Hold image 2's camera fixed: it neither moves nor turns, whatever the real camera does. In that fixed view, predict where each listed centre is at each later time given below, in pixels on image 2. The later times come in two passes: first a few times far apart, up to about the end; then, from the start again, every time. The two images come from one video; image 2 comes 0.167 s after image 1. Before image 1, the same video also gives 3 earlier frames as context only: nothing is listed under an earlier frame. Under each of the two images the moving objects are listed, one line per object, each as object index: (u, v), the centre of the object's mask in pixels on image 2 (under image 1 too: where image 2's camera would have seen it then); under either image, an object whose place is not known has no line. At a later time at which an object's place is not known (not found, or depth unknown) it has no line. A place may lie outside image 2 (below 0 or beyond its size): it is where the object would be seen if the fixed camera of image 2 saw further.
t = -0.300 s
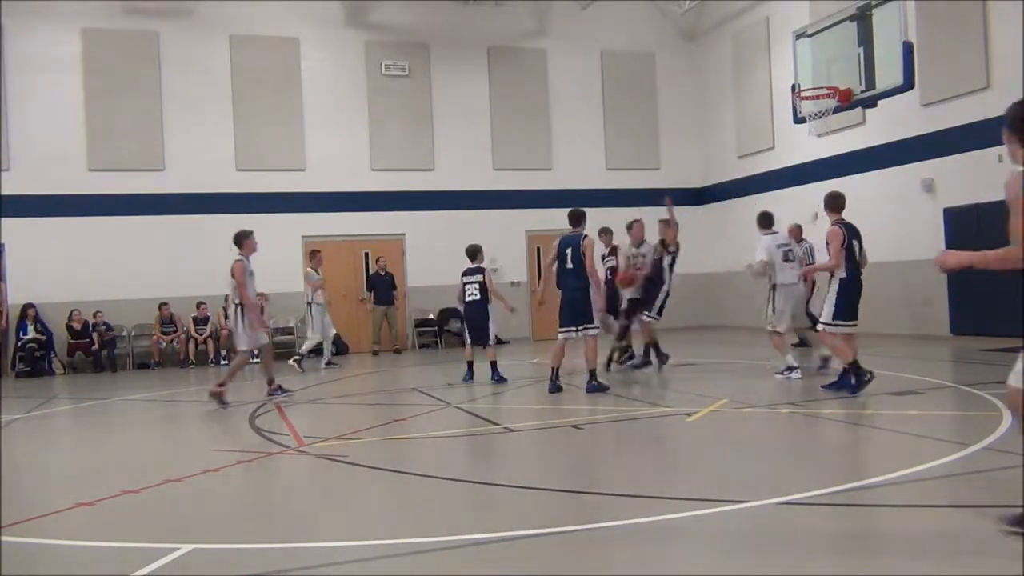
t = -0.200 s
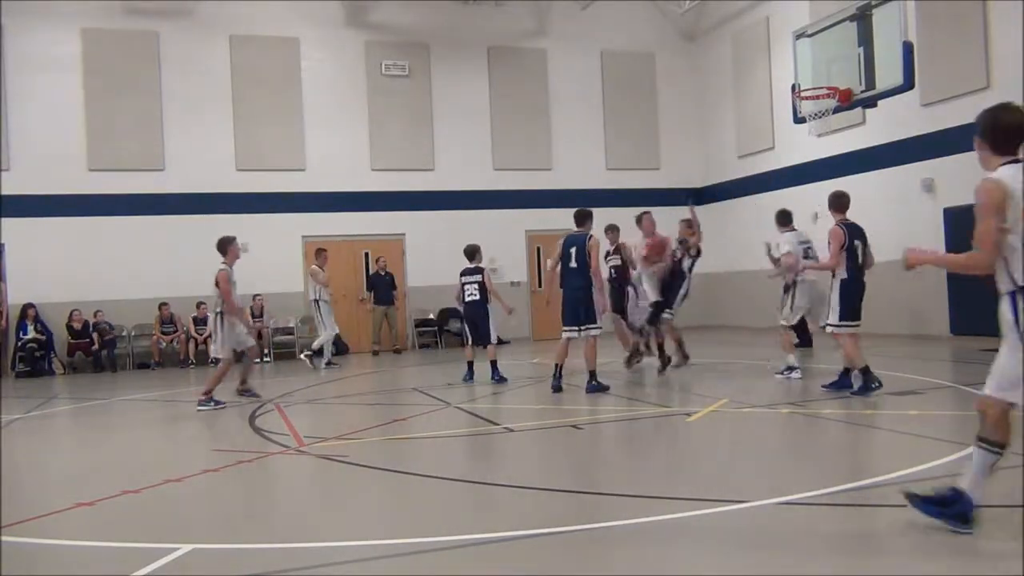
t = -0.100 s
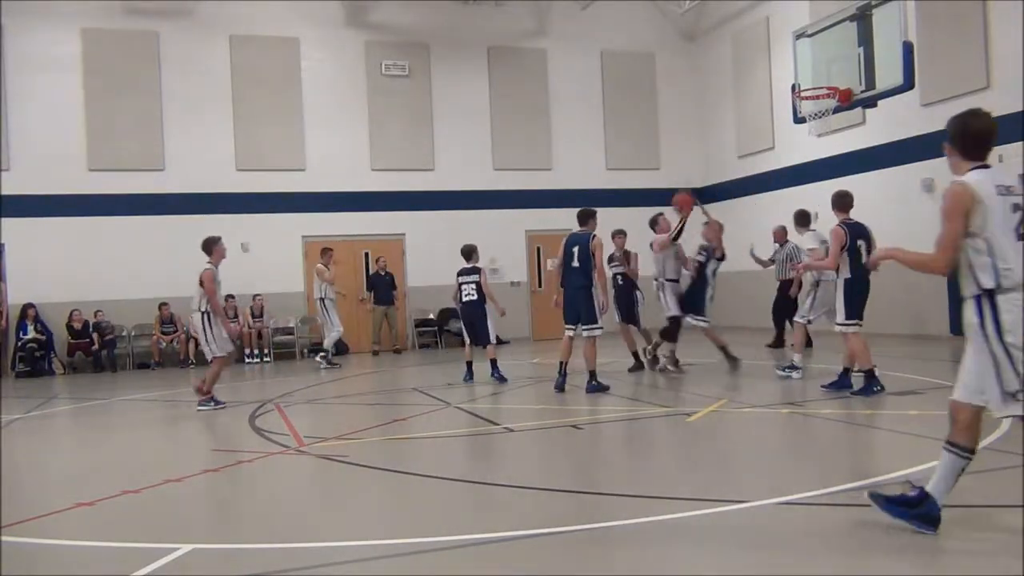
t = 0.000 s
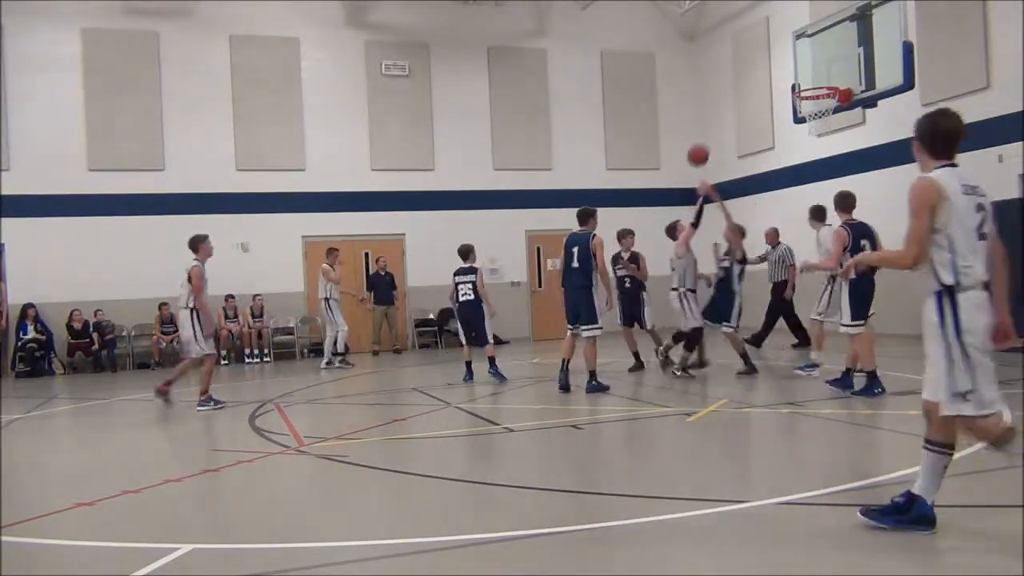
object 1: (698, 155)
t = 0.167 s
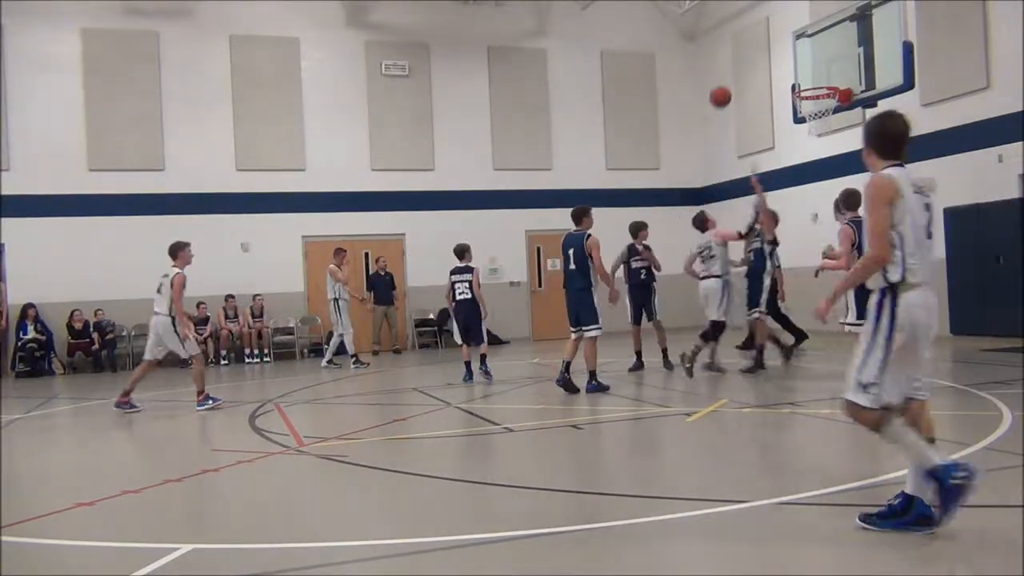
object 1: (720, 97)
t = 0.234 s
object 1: (729, 81)
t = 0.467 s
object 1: (761, 56)
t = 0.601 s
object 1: (779, 63)
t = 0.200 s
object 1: (725, 88)
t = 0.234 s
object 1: (729, 81)
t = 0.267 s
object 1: (734, 75)
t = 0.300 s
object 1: (739, 69)
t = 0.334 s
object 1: (743, 64)
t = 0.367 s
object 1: (747, 61)
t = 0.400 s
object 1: (752, 59)
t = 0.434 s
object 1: (756, 57)
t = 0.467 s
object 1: (761, 56)
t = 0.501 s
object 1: (766, 57)
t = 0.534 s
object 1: (770, 58)
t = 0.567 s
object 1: (775, 60)
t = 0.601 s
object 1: (779, 63)
